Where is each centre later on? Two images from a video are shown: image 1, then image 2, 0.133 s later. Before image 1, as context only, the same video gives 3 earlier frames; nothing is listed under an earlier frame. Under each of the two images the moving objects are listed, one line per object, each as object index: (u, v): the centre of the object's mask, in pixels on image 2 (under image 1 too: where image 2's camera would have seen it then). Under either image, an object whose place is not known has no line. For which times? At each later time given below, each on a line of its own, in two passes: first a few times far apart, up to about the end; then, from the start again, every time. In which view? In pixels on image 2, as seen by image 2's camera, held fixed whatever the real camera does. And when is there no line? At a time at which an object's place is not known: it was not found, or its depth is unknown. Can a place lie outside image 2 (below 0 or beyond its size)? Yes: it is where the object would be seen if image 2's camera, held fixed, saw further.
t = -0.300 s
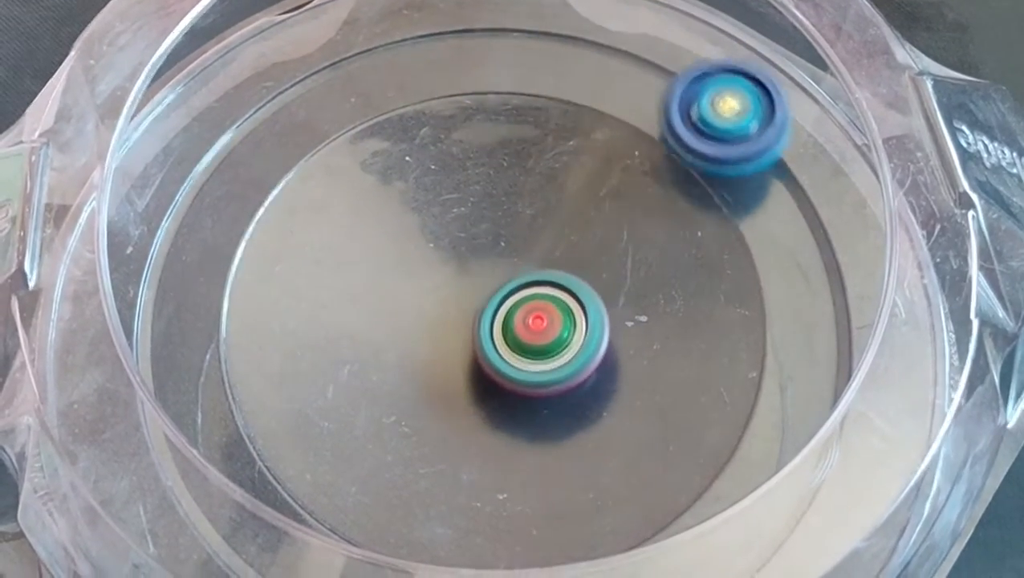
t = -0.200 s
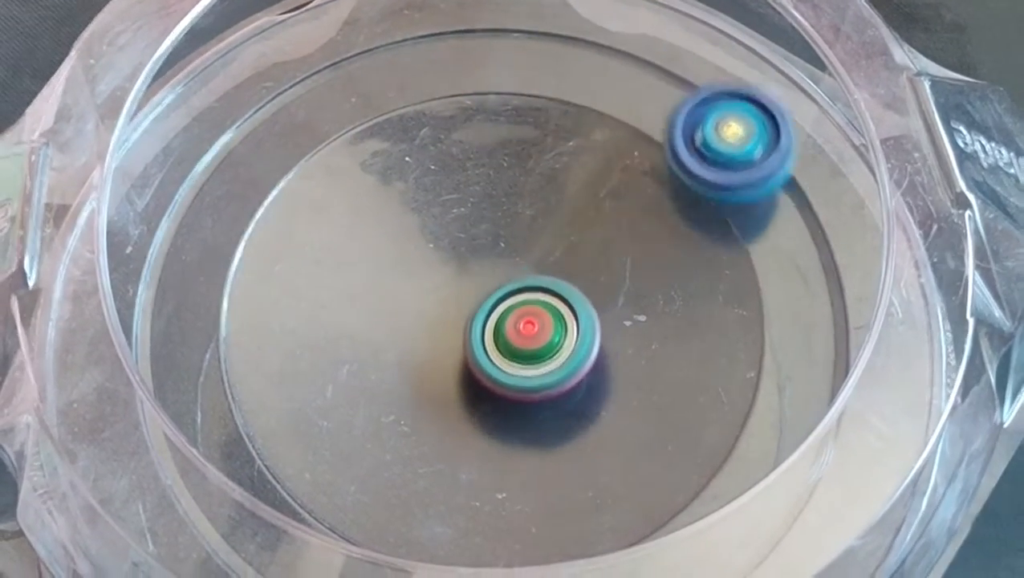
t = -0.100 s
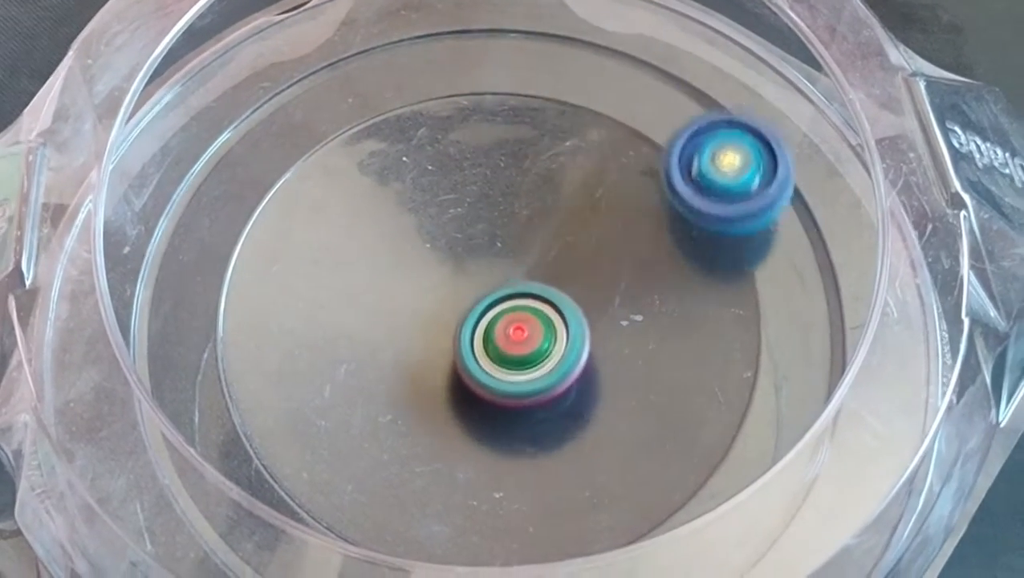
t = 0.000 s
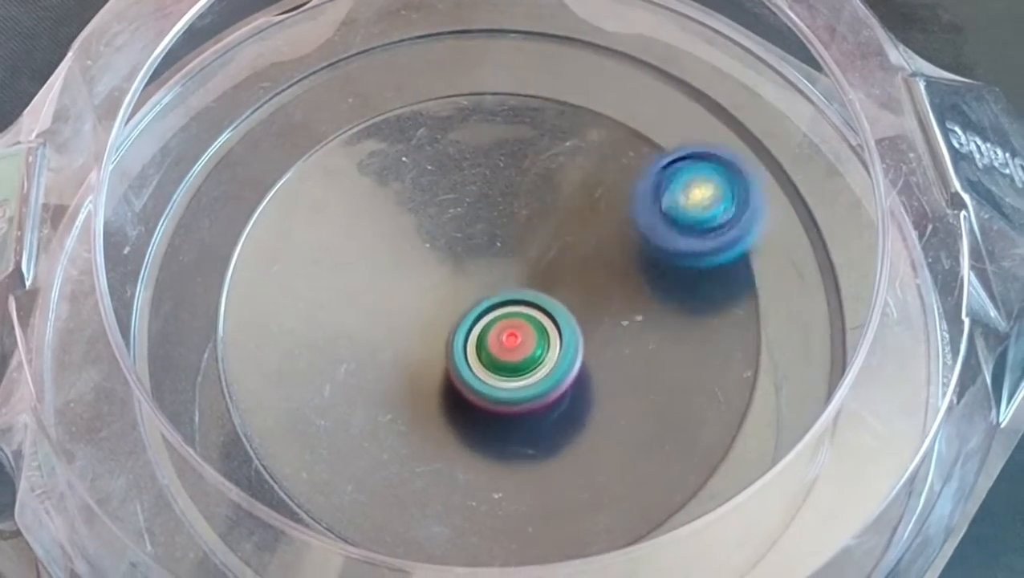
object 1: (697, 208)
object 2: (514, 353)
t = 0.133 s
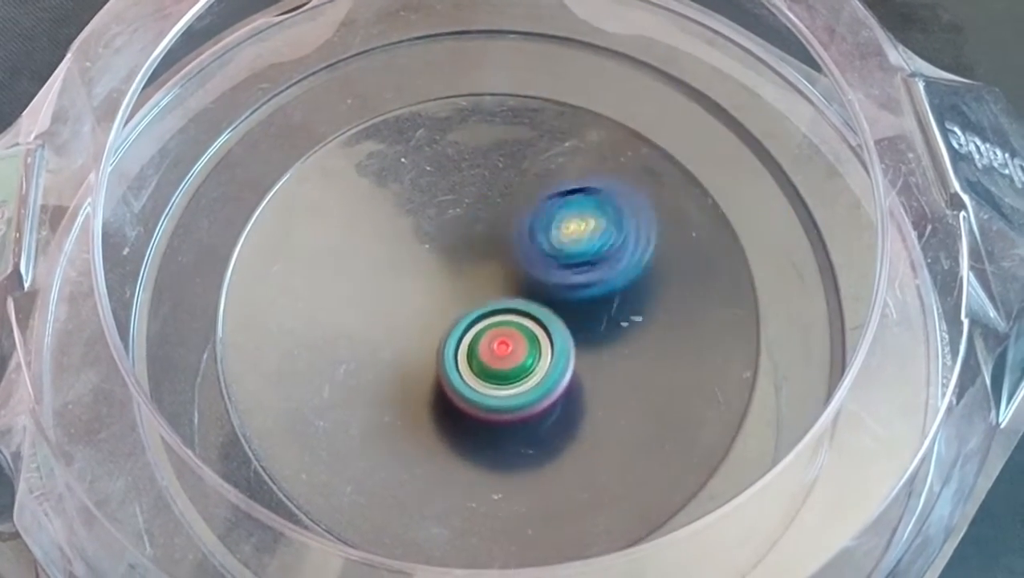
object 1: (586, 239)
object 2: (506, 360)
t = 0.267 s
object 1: (476, 249)
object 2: (465, 395)
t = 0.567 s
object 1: (418, 361)
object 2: (496, 494)
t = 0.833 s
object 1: (556, 303)
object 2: (508, 504)
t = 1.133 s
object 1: (400, 259)
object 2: (485, 377)
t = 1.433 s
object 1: (388, 389)
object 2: (501, 313)
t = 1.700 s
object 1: (539, 335)
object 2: (482, 221)
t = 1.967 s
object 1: (485, 270)
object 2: (445, 144)
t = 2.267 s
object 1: (521, 373)
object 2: (476, 209)
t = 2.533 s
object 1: (642, 370)
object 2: (509, 275)
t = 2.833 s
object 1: (650, 318)
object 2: (507, 334)
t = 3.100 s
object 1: (583, 317)
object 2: (399, 406)
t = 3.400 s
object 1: (579, 308)
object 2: (429, 334)
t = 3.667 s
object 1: (545, 304)
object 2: (321, 192)
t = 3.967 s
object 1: (491, 400)
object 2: (399, 299)
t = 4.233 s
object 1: (536, 427)
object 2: (500, 316)
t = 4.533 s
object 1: (458, 366)
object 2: (531, 272)
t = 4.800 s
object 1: (358, 357)
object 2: (535, 295)
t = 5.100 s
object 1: (382, 292)
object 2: (512, 292)
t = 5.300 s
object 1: (401, 253)
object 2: (532, 304)
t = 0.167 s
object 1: (551, 243)
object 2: (502, 365)
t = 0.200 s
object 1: (525, 238)
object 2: (486, 378)
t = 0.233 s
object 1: (499, 239)
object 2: (473, 388)
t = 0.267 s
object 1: (476, 249)
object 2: (465, 395)
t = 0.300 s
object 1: (451, 268)
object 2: (462, 400)
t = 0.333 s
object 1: (433, 281)
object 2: (462, 413)
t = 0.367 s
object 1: (421, 276)
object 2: (466, 441)
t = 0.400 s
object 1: (411, 276)
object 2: (470, 462)
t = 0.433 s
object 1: (405, 283)
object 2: (474, 475)
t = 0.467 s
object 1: (403, 297)
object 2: (480, 484)
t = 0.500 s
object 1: (403, 314)
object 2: (487, 490)
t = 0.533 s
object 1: (408, 338)
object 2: (492, 494)
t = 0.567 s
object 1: (418, 361)
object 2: (496, 494)
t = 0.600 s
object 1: (434, 377)
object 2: (502, 497)
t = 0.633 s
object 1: (452, 376)
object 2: (505, 505)
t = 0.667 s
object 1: (475, 373)
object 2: (508, 510)
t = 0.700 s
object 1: (500, 368)
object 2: (510, 512)
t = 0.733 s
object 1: (524, 357)
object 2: (510, 512)
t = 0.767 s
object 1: (541, 342)
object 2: (510, 511)
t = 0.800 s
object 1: (551, 324)
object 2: (509, 509)
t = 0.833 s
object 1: (556, 303)
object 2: (508, 504)
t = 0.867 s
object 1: (554, 283)
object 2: (506, 495)
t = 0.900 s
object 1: (546, 264)
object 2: (505, 485)
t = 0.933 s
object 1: (531, 247)
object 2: (503, 472)
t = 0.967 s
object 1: (511, 234)
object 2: (501, 459)
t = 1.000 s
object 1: (490, 227)
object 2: (498, 444)
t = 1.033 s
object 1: (465, 226)
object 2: (496, 430)
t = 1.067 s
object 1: (442, 231)
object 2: (492, 413)
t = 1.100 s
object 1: (419, 242)
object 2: (490, 396)
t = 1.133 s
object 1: (400, 259)
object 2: (485, 377)
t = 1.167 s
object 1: (385, 275)
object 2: (484, 364)
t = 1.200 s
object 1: (369, 282)
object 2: (488, 359)
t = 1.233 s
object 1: (357, 295)
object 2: (489, 352)
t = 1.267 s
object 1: (350, 310)
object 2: (490, 345)
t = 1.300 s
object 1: (347, 327)
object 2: (492, 340)
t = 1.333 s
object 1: (349, 342)
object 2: (495, 334)
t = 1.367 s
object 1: (356, 359)
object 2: (498, 329)
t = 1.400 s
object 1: (371, 375)
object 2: (499, 321)
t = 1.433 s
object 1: (388, 389)
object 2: (501, 313)
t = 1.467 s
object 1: (412, 396)
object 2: (502, 303)
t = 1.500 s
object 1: (434, 400)
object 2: (504, 292)
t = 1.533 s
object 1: (458, 398)
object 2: (505, 280)
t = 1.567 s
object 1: (482, 392)
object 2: (503, 268)
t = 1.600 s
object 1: (500, 383)
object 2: (499, 255)
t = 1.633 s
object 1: (518, 367)
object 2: (495, 243)
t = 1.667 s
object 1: (529, 352)
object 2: (488, 231)
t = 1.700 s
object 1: (539, 335)
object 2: (482, 221)
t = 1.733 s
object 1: (542, 320)
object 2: (475, 210)
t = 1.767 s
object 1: (542, 305)
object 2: (469, 199)
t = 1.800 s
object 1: (540, 293)
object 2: (462, 187)
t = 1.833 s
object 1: (534, 281)
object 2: (457, 177)
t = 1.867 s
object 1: (525, 274)
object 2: (453, 167)
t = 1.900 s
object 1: (515, 271)
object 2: (450, 157)
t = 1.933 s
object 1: (501, 269)
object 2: (447, 149)
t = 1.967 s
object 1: (485, 270)
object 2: (445, 144)
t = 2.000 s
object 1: (468, 277)
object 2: (445, 142)
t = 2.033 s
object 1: (455, 289)
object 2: (446, 142)
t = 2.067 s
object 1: (448, 305)
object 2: (448, 146)
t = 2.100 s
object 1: (448, 324)
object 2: (450, 151)
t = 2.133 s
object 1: (454, 343)
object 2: (454, 159)
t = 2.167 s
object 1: (466, 357)
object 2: (458, 169)
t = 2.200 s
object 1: (483, 367)
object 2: (463, 180)
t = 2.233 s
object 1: (502, 372)
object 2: (470, 194)
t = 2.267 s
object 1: (521, 373)
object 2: (476, 209)
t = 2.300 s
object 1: (540, 367)
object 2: (483, 225)
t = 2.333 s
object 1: (557, 356)
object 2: (490, 242)
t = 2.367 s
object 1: (576, 357)
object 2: (495, 252)
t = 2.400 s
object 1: (593, 370)
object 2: (499, 251)
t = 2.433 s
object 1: (607, 376)
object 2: (500, 253)
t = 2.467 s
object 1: (620, 377)
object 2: (503, 258)
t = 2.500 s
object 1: (631, 375)
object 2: (506, 265)
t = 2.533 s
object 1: (642, 370)
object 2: (509, 275)
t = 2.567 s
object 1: (649, 362)
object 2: (516, 286)
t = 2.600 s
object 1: (654, 352)
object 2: (523, 298)
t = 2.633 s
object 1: (663, 344)
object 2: (526, 306)
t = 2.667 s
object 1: (674, 341)
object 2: (522, 308)
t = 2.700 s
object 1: (680, 338)
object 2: (518, 310)
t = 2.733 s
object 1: (678, 333)
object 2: (514, 315)
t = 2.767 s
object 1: (672, 326)
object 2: (512, 321)
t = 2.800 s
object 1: (663, 321)
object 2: (510, 329)
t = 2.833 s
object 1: (650, 318)
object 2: (507, 334)
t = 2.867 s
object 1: (645, 316)
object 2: (491, 343)
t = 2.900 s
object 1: (633, 316)
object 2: (475, 350)
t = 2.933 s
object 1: (617, 318)
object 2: (466, 358)
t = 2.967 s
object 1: (599, 319)
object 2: (461, 366)
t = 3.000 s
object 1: (594, 321)
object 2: (441, 377)
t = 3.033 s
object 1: (594, 319)
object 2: (419, 389)
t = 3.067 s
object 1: (590, 317)
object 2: (405, 398)
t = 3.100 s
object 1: (583, 317)
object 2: (399, 406)
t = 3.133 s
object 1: (571, 319)
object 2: (402, 411)
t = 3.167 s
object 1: (558, 323)
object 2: (415, 410)
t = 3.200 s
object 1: (547, 328)
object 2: (428, 405)
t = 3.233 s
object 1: (559, 325)
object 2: (421, 401)
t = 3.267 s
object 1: (569, 322)
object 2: (416, 394)
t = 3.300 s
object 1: (572, 318)
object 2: (418, 383)
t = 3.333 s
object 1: (572, 314)
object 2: (428, 370)
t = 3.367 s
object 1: (568, 309)
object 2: (437, 358)
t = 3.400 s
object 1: (579, 308)
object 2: (429, 334)
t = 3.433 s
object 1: (596, 304)
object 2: (410, 309)
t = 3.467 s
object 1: (602, 300)
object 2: (395, 280)
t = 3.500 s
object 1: (603, 296)
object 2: (381, 253)
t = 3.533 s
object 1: (599, 293)
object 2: (367, 227)
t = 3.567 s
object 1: (589, 292)
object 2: (353, 204)
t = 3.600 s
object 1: (577, 293)
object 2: (335, 195)
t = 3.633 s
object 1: (561, 297)
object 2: (324, 191)
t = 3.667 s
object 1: (545, 304)
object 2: (321, 192)
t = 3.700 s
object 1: (532, 312)
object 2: (318, 202)
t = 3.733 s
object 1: (518, 323)
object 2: (319, 210)
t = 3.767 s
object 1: (508, 333)
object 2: (322, 220)
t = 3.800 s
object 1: (500, 345)
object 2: (328, 234)
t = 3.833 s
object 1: (494, 357)
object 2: (338, 248)
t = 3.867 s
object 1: (490, 367)
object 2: (347, 261)
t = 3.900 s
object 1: (487, 378)
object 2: (365, 278)
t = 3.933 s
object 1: (487, 387)
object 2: (381, 288)
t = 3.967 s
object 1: (491, 400)
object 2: (399, 299)
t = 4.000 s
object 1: (496, 411)
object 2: (414, 302)
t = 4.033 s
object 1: (503, 420)
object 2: (430, 309)
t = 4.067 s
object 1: (510, 429)
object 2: (446, 312)
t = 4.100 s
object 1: (518, 434)
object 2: (458, 316)
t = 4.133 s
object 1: (527, 437)
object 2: (472, 319)
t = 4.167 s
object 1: (536, 435)
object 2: (480, 323)
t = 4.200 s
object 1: (542, 430)
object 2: (486, 323)
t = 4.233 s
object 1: (536, 427)
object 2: (500, 316)
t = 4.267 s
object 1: (519, 433)
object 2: (535, 299)
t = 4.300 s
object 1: (507, 429)
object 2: (559, 288)
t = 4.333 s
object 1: (496, 422)
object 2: (574, 274)
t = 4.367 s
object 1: (485, 414)
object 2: (577, 257)
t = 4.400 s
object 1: (479, 404)
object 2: (575, 246)
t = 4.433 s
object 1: (472, 394)
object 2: (565, 244)
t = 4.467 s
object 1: (468, 384)
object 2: (553, 246)
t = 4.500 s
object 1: (464, 375)
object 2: (539, 260)
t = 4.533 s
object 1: (458, 366)
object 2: (531, 272)
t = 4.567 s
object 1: (437, 368)
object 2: (542, 277)
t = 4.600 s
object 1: (410, 372)
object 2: (554, 273)
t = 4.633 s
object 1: (391, 372)
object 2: (556, 267)
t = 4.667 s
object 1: (380, 371)
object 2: (550, 267)
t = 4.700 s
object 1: (372, 368)
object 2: (542, 274)
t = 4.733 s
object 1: (366, 366)
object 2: (537, 282)
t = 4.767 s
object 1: (361, 361)
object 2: (535, 290)
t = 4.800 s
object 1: (358, 357)
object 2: (535, 295)
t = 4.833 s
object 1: (355, 350)
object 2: (534, 299)
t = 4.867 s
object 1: (354, 344)
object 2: (531, 301)
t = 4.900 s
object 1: (355, 337)
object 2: (526, 304)
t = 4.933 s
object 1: (356, 330)
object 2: (520, 304)
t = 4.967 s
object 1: (362, 321)
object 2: (513, 303)
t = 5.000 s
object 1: (368, 314)
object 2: (508, 301)
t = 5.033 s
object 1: (375, 307)
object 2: (504, 295)
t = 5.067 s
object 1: (382, 301)
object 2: (506, 292)
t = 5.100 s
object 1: (382, 292)
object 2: (512, 292)
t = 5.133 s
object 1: (386, 285)
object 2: (516, 292)
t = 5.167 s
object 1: (390, 279)
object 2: (518, 293)
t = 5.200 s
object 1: (393, 271)
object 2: (522, 295)
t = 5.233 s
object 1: (393, 263)
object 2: (529, 298)
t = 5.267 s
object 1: (396, 256)
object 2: (532, 301)
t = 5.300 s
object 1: (401, 253)
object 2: (532, 304)
